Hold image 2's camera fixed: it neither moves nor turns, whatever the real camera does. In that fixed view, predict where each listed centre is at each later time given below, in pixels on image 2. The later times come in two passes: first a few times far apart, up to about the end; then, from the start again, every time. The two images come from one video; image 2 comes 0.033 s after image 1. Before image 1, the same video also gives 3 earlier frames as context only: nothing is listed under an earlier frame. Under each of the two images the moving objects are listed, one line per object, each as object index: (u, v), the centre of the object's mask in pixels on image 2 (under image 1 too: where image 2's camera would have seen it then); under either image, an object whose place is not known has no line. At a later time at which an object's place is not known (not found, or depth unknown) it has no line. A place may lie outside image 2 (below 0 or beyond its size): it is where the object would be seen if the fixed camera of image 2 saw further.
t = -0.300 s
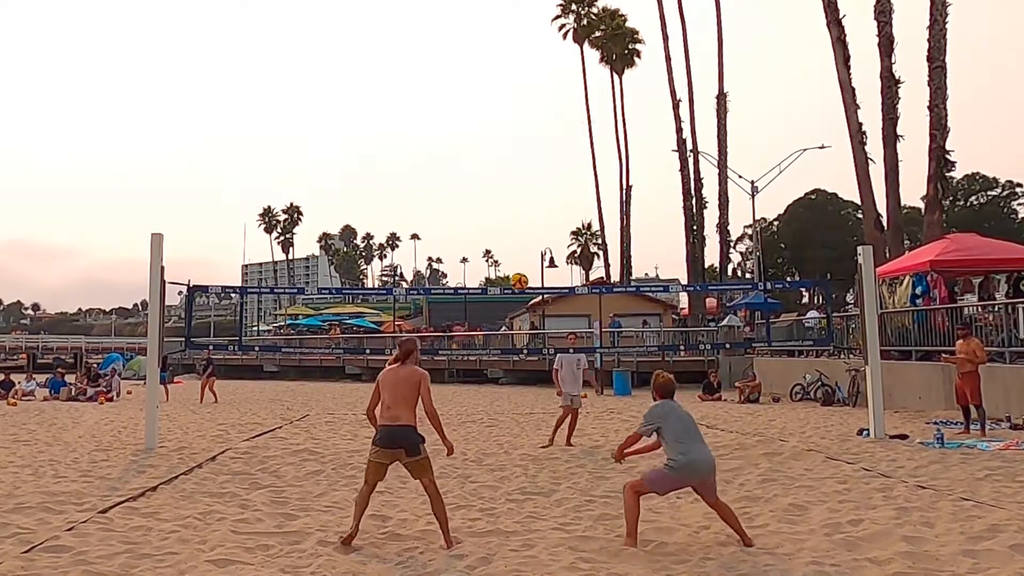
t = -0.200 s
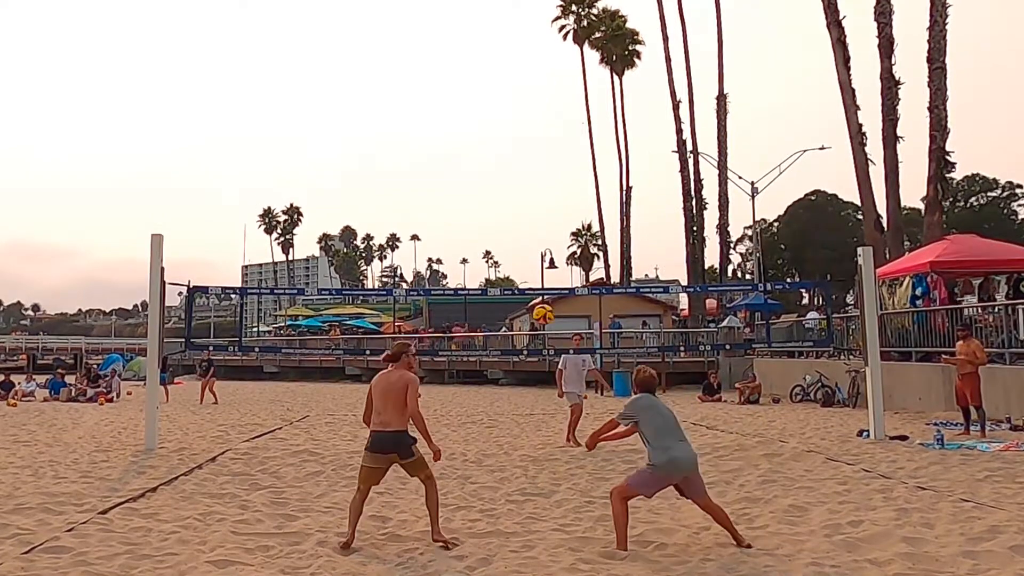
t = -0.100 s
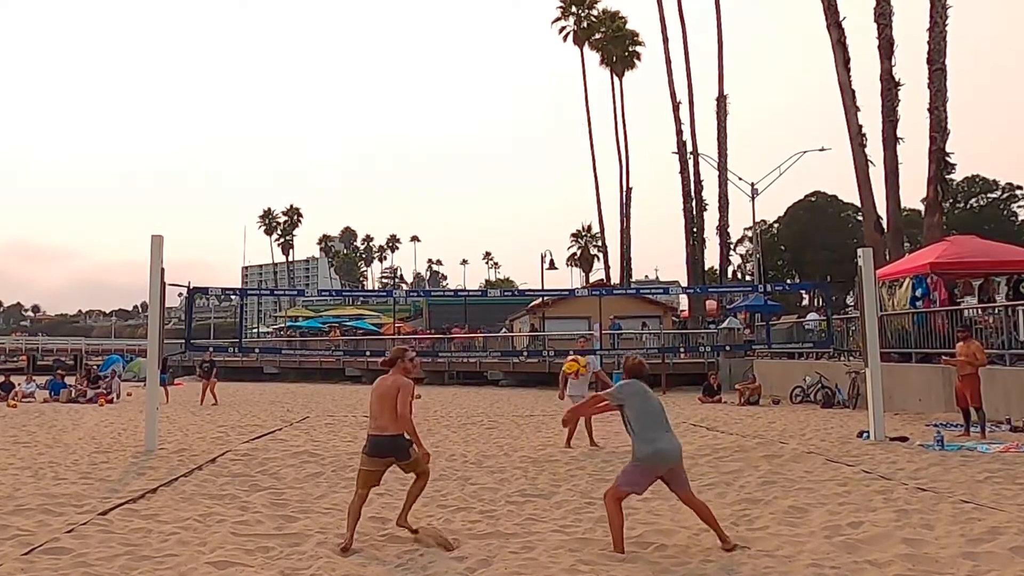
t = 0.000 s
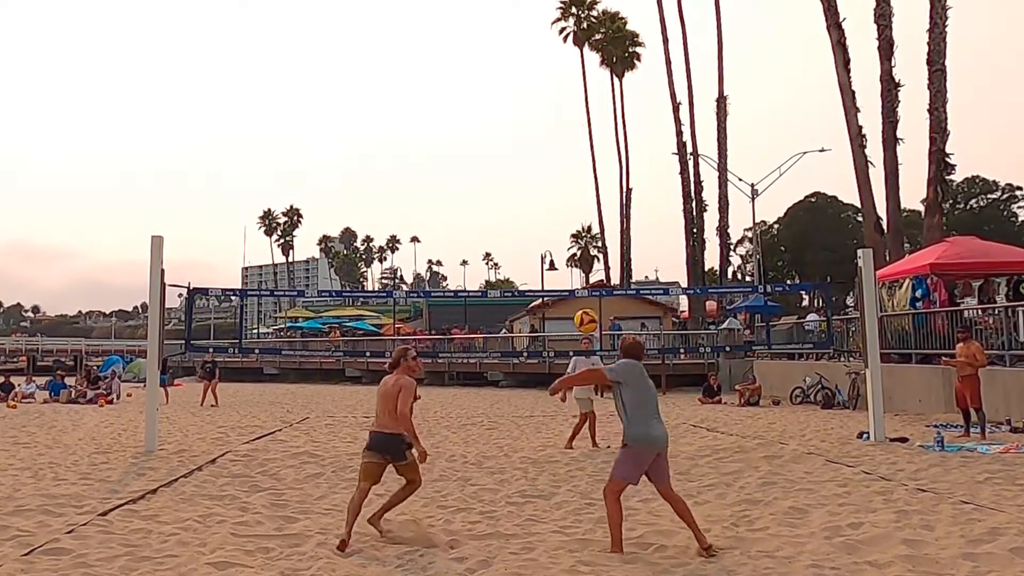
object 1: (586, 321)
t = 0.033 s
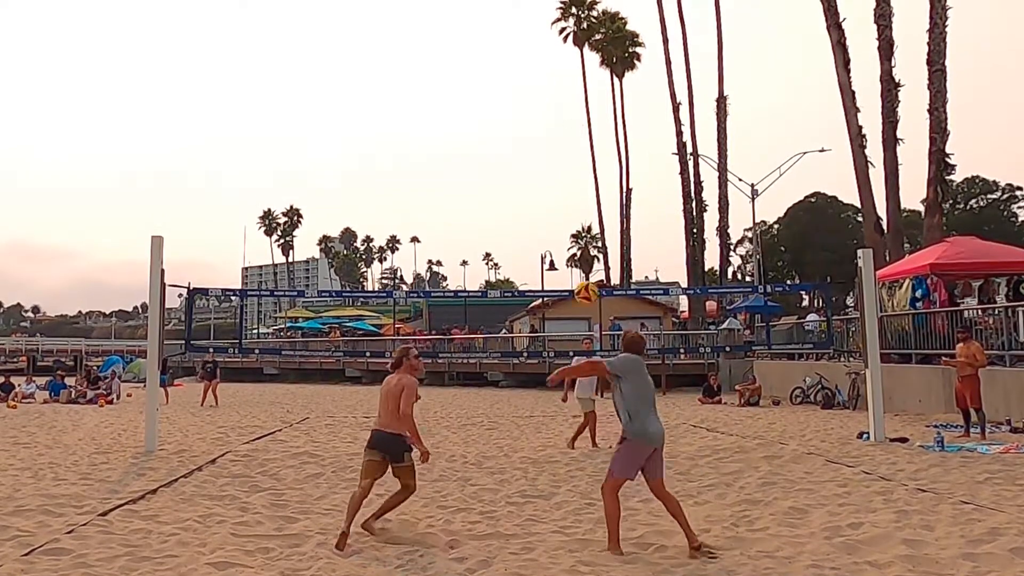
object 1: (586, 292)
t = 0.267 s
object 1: (589, 141)
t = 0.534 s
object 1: (595, 56)
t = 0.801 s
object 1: (603, 44)
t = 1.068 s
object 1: (613, 94)
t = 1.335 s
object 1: (621, 197)
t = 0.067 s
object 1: (587, 265)
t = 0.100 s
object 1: (587, 241)
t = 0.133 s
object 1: (587, 219)
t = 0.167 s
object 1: (587, 197)
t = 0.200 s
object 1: (588, 177)
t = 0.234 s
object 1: (588, 158)
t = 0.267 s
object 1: (589, 141)
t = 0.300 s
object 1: (589, 126)
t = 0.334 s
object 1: (590, 112)
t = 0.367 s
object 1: (591, 100)
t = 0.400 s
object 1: (591, 89)
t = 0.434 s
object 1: (592, 79)
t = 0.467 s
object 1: (593, 70)
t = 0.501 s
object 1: (594, 62)
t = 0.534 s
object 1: (595, 56)
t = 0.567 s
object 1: (596, 51)
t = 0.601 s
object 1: (598, 47)
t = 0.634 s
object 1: (598, 44)
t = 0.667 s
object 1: (599, 43)
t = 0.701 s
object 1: (600, 42)
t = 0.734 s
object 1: (601, 42)
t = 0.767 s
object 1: (602, 42)
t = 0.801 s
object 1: (603, 44)
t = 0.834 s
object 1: (605, 48)
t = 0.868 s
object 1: (606, 52)
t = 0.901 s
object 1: (607, 56)
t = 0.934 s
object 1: (608, 62)
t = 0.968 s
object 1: (609, 69)
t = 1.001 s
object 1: (611, 76)
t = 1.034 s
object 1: (612, 84)
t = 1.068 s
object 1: (613, 94)
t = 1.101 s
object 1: (614, 104)
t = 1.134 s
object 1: (615, 115)
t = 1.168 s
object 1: (616, 126)
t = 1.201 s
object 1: (617, 139)
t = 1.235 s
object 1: (618, 152)
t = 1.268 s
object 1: (619, 166)
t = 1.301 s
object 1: (620, 181)
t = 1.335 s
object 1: (621, 197)
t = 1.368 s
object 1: (622, 213)
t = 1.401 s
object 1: (623, 230)
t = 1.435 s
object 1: (623, 249)
